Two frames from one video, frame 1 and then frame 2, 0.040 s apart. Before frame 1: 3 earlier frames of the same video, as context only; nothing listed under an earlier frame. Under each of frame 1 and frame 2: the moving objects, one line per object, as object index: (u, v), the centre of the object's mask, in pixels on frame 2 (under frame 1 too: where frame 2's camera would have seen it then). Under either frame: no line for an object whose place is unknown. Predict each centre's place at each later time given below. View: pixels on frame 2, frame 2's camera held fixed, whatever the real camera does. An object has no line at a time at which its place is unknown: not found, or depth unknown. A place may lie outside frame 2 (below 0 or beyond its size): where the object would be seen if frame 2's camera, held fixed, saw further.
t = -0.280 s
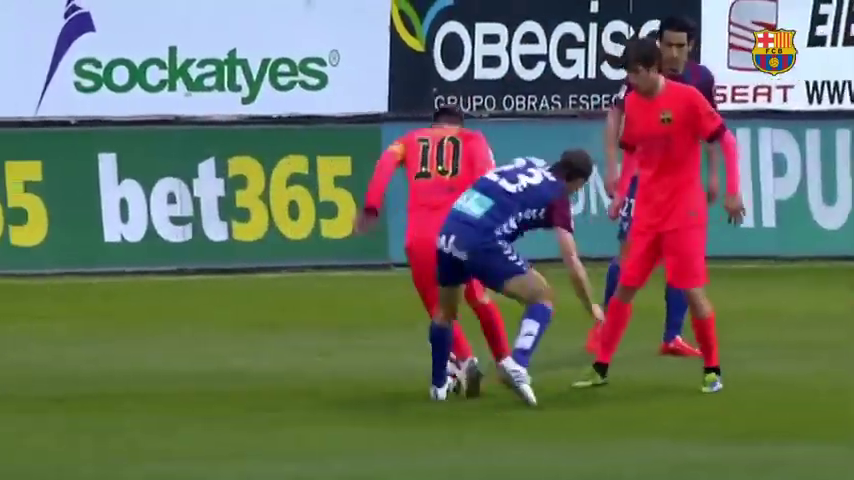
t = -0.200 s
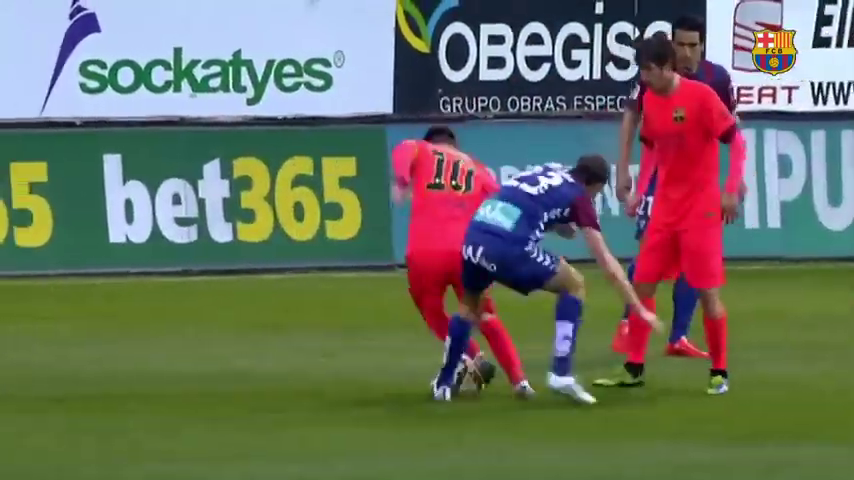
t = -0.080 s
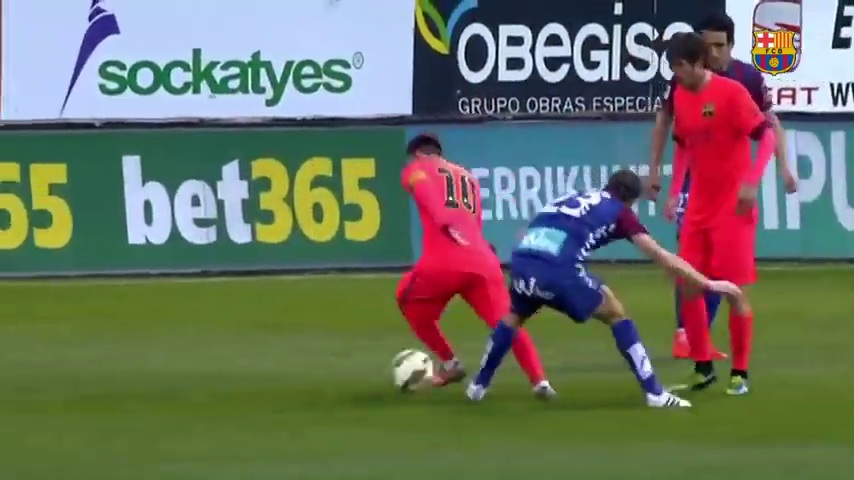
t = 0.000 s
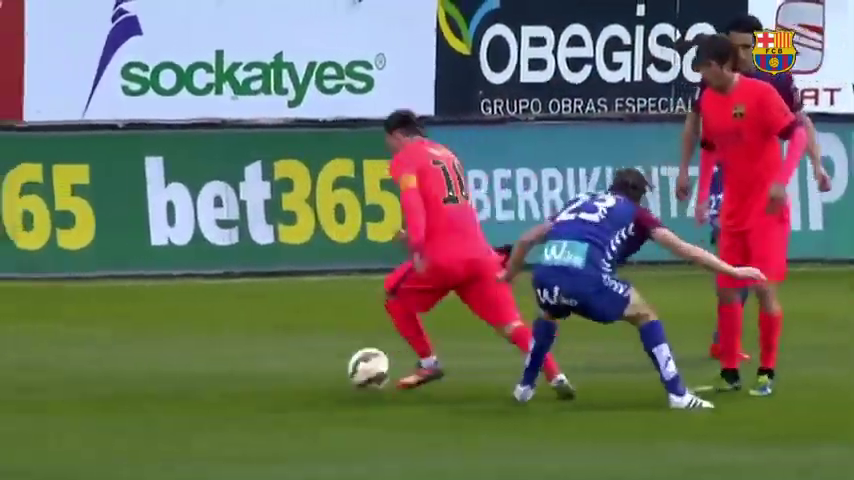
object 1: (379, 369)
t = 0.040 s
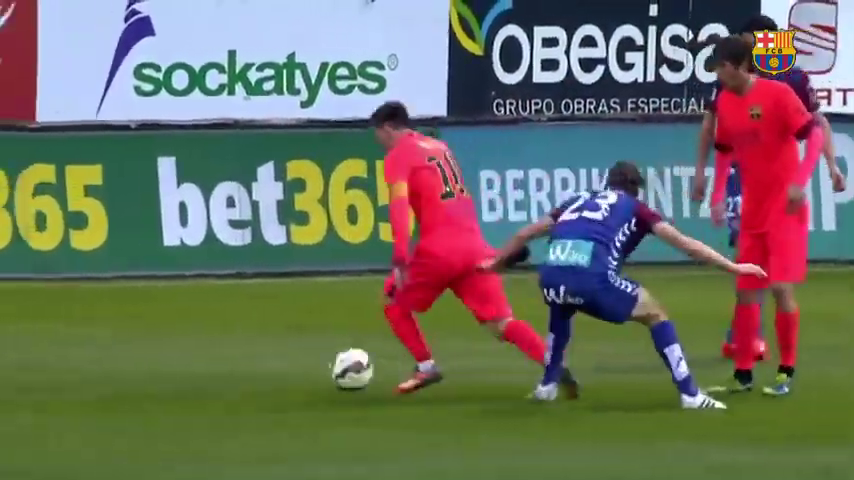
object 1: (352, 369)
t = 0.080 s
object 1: (322, 366)
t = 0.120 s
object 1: (294, 368)
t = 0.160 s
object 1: (266, 365)
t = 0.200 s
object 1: (243, 367)
